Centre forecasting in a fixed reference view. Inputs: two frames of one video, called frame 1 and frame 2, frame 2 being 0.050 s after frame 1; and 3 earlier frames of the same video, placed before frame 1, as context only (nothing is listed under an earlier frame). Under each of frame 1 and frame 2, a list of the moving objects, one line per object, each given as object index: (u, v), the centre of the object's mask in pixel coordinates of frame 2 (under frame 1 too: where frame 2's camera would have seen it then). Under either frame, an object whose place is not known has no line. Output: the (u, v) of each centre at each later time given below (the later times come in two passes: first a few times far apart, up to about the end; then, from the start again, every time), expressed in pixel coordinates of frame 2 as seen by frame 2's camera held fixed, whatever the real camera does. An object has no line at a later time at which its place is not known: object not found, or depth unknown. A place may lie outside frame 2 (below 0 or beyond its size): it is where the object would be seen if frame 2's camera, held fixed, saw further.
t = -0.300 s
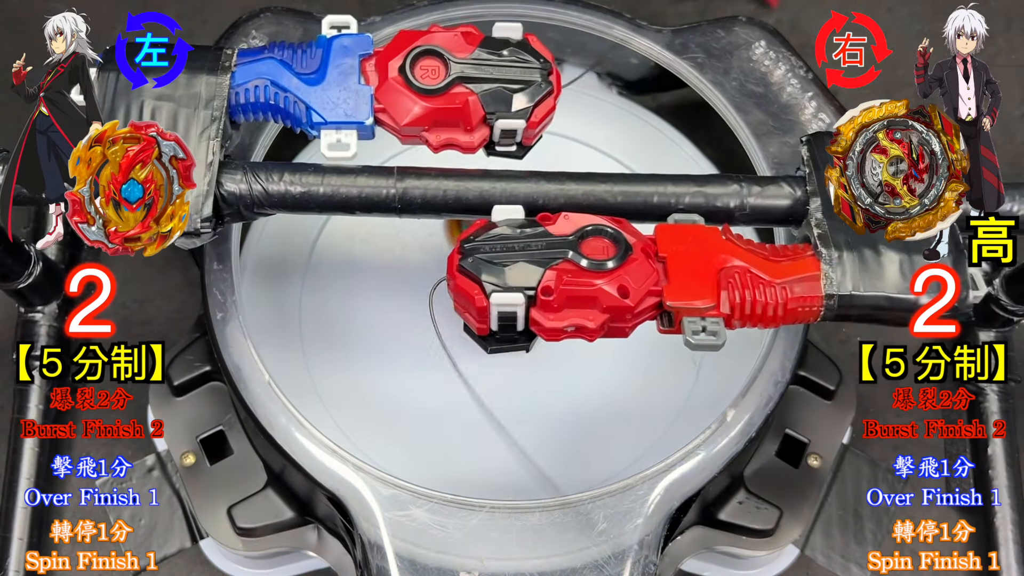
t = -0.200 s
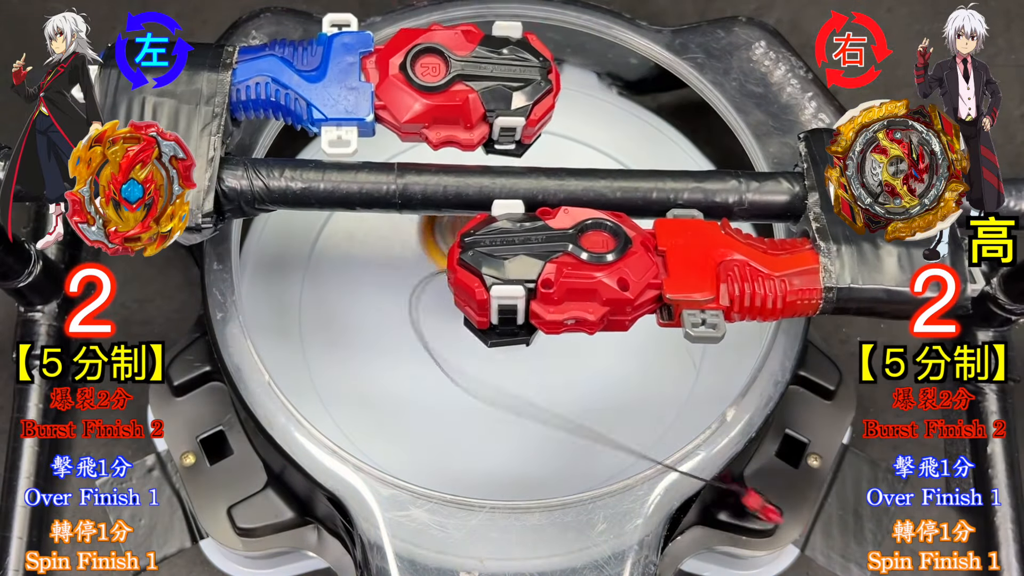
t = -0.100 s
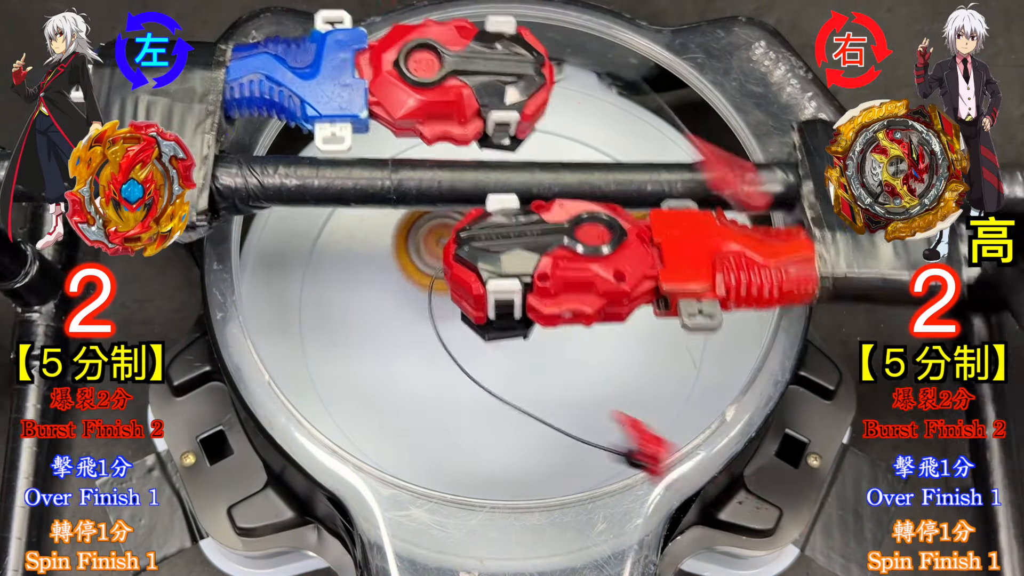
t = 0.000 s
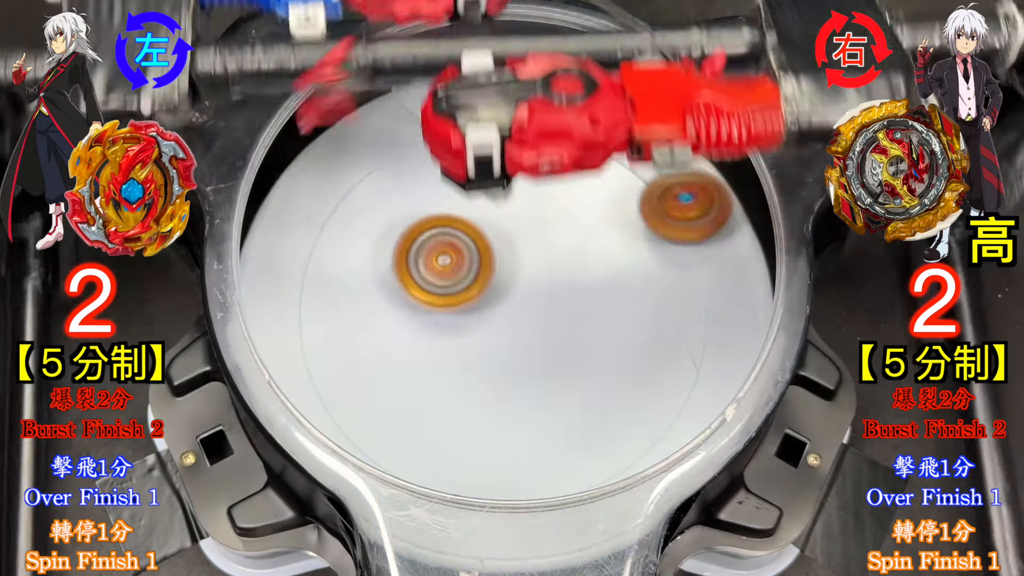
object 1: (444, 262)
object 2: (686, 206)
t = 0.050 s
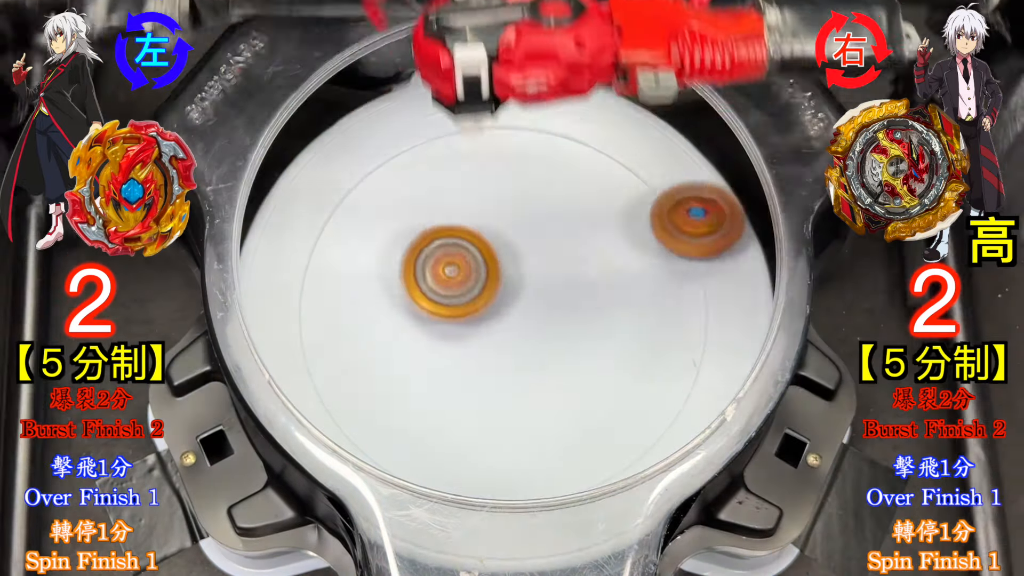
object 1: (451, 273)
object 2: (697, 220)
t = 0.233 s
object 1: (511, 293)
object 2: (716, 309)
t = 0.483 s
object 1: (575, 234)
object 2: (651, 429)
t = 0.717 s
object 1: (534, 190)
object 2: (395, 303)
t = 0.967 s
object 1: (489, 236)
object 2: (395, 148)
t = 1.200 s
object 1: (599, 390)
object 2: (537, 192)
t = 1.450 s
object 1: (662, 400)
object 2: (727, 299)
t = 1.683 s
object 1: (494, 387)
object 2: (612, 371)
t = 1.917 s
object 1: (316, 312)
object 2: (440, 230)
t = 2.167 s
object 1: (421, 316)
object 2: (549, 101)
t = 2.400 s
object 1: (636, 352)
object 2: (706, 182)
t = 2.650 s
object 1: (479, 516)
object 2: (752, 131)
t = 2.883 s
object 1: (565, 544)
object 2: (476, 260)
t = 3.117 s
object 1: (546, 340)
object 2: (294, 321)
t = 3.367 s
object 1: (502, 153)
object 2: (345, 269)
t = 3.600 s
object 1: (617, 178)
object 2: (302, 267)
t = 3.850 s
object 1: (653, 251)
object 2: (288, 301)
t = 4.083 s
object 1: (579, 316)
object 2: (308, 268)
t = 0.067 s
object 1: (454, 277)
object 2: (701, 226)
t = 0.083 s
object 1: (459, 280)
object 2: (703, 233)
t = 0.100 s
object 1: (463, 283)
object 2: (706, 240)
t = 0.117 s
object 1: (468, 286)
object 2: (708, 247)
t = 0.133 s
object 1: (473, 288)
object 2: (710, 255)
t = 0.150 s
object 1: (479, 290)
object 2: (710, 263)
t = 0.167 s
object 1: (485, 291)
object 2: (712, 272)
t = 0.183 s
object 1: (491, 292)
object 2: (713, 281)
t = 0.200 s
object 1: (498, 293)
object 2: (714, 290)
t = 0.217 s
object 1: (504, 293)
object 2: (715, 299)
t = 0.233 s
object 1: (511, 293)
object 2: (716, 309)
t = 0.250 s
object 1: (518, 292)
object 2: (716, 318)
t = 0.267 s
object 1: (525, 290)
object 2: (717, 329)
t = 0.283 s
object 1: (531, 289)
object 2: (715, 338)
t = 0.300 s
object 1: (538, 286)
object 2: (714, 348)
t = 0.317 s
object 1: (544, 284)
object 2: (712, 358)
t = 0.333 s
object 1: (549, 280)
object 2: (710, 366)
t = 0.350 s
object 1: (555, 276)
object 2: (707, 376)
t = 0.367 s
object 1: (560, 272)
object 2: (704, 384)
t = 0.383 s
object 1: (564, 267)
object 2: (700, 392)
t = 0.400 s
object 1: (567, 262)
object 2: (695, 400)
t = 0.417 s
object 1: (570, 257)
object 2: (688, 406)
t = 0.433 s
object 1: (572, 251)
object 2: (680, 413)
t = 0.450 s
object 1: (574, 246)
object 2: (671, 419)
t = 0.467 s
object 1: (575, 240)
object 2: (662, 424)
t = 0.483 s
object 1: (575, 234)
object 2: (651, 429)
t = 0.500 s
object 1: (575, 228)
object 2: (639, 432)
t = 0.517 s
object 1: (574, 223)
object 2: (624, 436)
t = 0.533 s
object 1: (572, 217)
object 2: (609, 439)
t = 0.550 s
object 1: (570, 212)
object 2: (589, 438)
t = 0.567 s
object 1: (568, 208)
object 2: (568, 433)
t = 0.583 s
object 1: (565, 205)
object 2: (547, 428)
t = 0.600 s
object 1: (562, 201)
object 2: (523, 419)
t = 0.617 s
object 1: (559, 198)
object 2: (502, 407)
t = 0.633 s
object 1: (555, 196)
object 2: (479, 393)
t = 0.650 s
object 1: (551, 193)
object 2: (460, 378)
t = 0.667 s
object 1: (548, 192)
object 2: (441, 361)
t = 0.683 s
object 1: (543, 191)
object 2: (425, 343)
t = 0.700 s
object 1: (539, 190)
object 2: (408, 324)
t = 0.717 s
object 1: (534, 190)
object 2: (395, 303)
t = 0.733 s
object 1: (530, 190)
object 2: (382, 282)
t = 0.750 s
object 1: (525, 191)
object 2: (372, 261)
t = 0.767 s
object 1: (521, 192)
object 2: (363, 240)
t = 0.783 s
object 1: (517, 194)
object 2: (356, 218)
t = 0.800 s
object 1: (513, 196)
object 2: (351, 197)
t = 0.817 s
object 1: (509, 199)
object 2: (349, 177)
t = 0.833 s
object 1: (505, 202)
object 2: (347, 157)
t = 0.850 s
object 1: (502, 205)
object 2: (347, 139)
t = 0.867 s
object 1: (500, 208)
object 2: (348, 122)
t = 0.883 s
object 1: (497, 213)
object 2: (352, 108)
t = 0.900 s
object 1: (495, 217)
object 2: (357, 112)
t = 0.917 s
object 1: (492, 221)
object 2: (365, 119)
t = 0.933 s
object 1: (491, 226)
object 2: (374, 127)
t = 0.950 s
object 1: (489, 231)
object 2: (385, 137)
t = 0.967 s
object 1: (489, 236)
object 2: (395, 148)
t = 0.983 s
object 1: (488, 241)
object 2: (407, 159)
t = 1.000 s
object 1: (489, 245)
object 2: (419, 171)
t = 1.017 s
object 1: (490, 252)
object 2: (433, 181)
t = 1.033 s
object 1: (500, 268)
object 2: (439, 177)
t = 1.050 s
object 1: (508, 284)
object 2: (447, 175)
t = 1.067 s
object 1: (517, 299)
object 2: (454, 175)
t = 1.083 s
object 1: (526, 314)
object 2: (462, 175)
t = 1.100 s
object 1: (536, 327)
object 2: (471, 174)
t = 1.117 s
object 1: (546, 340)
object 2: (480, 176)
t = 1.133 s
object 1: (556, 352)
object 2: (491, 179)
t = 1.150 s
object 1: (567, 363)
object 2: (501, 182)
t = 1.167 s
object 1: (577, 373)
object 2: (513, 185)
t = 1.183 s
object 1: (589, 381)
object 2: (525, 188)
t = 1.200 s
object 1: (599, 390)
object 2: (537, 192)
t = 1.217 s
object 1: (610, 396)
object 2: (550, 196)
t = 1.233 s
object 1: (620, 402)
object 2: (563, 202)
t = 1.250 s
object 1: (629, 407)
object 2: (578, 207)
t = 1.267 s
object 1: (638, 409)
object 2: (592, 212)
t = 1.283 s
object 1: (645, 410)
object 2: (607, 219)
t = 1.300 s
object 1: (652, 410)
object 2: (622, 225)
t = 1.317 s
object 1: (658, 408)
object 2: (637, 234)
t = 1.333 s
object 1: (663, 405)
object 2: (653, 242)
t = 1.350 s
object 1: (668, 403)
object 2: (667, 252)
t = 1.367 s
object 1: (672, 399)
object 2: (682, 264)
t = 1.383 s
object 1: (675, 395)
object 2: (695, 276)
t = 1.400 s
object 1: (676, 390)
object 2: (703, 290)
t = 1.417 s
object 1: (674, 389)
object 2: (709, 297)
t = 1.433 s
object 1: (668, 396)
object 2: (719, 297)
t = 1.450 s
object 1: (662, 400)
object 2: (727, 299)
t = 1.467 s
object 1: (654, 405)
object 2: (731, 299)
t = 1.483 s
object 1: (647, 408)
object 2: (734, 302)
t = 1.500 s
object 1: (638, 410)
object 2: (732, 307)
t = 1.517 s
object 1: (629, 412)
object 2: (726, 313)
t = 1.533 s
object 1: (618, 411)
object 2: (720, 320)
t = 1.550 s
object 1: (608, 411)
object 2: (713, 327)
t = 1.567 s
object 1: (598, 409)
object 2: (703, 335)
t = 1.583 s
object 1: (587, 406)
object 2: (693, 343)
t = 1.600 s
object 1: (577, 404)
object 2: (679, 350)
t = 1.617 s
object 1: (566, 400)
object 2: (663, 359)
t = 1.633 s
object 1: (554, 396)
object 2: (649, 366)
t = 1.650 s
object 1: (533, 393)
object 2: (637, 368)
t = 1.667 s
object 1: (514, 391)
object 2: (627, 371)
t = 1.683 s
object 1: (494, 387)
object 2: (612, 371)
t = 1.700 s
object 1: (477, 384)
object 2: (596, 373)
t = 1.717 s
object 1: (459, 379)
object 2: (581, 372)
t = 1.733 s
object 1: (442, 374)
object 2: (562, 369)
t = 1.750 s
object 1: (427, 367)
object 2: (544, 366)
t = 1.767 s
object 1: (412, 361)
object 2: (526, 360)
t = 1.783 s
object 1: (397, 355)
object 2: (507, 353)
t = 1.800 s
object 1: (385, 349)
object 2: (489, 344)
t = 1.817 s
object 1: (374, 343)
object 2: (473, 334)
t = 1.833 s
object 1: (364, 335)
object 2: (457, 322)
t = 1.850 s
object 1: (347, 331)
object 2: (449, 306)
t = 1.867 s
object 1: (330, 327)
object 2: (445, 288)
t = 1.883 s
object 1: (324, 321)
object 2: (442, 269)
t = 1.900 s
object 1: (320, 315)
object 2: (441, 249)
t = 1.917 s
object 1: (316, 312)
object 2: (440, 230)
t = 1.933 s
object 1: (313, 309)
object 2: (440, 210)
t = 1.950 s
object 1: (312, 308)
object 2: (442, 191)
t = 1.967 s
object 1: (313, 305)
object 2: (445, 171)
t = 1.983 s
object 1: (314, 303)
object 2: (448, 153)
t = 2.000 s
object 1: (316, 303)
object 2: (453, 135)
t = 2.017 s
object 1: (321, 302)
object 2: (459, 121)
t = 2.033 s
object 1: (326, 302)
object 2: (468, 113)
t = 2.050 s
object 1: (332, 303)
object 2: (477, 106)
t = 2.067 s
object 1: (341, 303)
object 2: (486, 103)
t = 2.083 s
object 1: (351, 305)
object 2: (496, 103)
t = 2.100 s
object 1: (363, 306)
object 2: (506, 105)
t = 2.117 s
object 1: (376, 308)
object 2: (516, 103)
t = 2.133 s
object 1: (391, 311)
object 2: (527, 100)
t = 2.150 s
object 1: (405, 313)
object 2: (538, 100)
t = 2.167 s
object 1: (421, 316)
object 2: (549, 101)
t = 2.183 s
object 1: (437, 318)
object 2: (560, 103)
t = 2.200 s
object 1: (454, 322)
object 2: (571, 101)
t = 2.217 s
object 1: (470, 326)
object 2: (582, 104)
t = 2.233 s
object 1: (487, 329)
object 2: (595, 107)
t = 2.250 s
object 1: (503, 333)
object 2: (607, 107)
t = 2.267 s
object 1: (520, 337)
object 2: (618, 111)
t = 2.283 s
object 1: (536, 339)
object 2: (630, 119)
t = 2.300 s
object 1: (553, 343)
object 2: (643, 125)
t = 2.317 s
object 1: (568, 347)
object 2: (655, 133)
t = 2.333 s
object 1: (584, 348)
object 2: (667, 140)
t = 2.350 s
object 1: (597, 351)
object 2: (678, 149)
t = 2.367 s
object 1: (610, 351)
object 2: (689, 160)
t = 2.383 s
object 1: (622, 352)
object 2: (698, 170)
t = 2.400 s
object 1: (636, 352)
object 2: (706, 182)
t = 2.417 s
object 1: (647, 352)
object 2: (712, 194)
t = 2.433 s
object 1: (658, 351)
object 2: (716, 210)
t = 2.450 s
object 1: (668, 348)
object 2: (720, 224)
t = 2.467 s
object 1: (678, 346)
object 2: (721, 240)
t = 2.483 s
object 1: (685, 345)
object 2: (721, 254)
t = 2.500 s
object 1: (674, 370)
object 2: (735, 234)
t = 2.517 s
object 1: (661, 398)
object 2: (740, 214)
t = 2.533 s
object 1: (644, 420)
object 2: (761, 192)
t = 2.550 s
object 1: (626, 437)
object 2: (773, 174)
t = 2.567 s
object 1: (603, 449)
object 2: (782, 159)
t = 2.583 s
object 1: (576, 459)
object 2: (772, 158)
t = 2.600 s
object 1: (553, 467)
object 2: (753, 166)
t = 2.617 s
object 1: (531, 496)
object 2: (750, 159)
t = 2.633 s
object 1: (504, 509)
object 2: (764, 134)
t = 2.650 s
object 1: (479, 516)
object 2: (752, 131)
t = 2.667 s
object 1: (458, 521)
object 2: (733, 132)
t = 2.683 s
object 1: (439, 524)
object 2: (715, 135)
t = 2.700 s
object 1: (415, 536)
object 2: (695, 141)
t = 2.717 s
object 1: (425, 536)
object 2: (680, 146)
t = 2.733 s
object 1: (433, 536)
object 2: (659, 157)
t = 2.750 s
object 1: (447, 531)
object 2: (638, 170)
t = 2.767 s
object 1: (457, 542)
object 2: (617, 184)
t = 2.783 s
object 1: (472, 542)
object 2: (598, 193)
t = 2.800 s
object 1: (487, 543)
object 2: (578, 202)
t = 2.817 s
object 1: (503, 544)
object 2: (557, 213)
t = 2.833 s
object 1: (518, 545)
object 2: (537, 226)
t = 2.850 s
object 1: (534, 546)
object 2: (515, 241)
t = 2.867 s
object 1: (549, 545)
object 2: (496, 251)
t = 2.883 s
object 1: (565, 544)
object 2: (476, 260)
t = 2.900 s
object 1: (576, 541)
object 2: (456, 270)
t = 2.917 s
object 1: (594, 540)
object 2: (438, 280)
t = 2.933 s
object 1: (595, 537)
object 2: (419, 287)
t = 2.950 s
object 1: (588, 517)
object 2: (401, 296)
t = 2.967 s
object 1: (582, 502)
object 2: (385, 302)
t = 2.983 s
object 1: (578, 482)
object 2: (368, 306)
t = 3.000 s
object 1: (572, 456)
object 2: (353, 311)
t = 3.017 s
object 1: (569, 447)
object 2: (339, 315)
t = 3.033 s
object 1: (566, 436)
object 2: (326, 318)
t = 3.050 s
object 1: (562, 418)
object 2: (314, 321)
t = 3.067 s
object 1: (558, 399)
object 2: (303, 322)
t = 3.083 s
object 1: (554, 379)
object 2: (299, 320)
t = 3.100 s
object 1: (550, 359)
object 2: (296, 319)
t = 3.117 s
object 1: (546, 340)
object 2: (294, 321)
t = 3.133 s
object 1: (543, 320)
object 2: (293, 324)
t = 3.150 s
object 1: (539, 301)
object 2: (292, 320)
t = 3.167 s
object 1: (536, 283)
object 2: (291, 319)
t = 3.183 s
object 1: (533, 266)
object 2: (291, 319)
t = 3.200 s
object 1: (530, 249)
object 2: (291, 317)
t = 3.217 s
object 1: (527, 233)
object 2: (292, 314)
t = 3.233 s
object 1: (524, 218)
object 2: (293, 311)
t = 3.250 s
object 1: (521, 204)
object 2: (295, 308)
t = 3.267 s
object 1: (518, 193)
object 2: (299, 303)
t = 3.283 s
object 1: (515, 182)
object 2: (304, 298)
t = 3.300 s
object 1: (512, 173)
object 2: (311, 295)
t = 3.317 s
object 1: (510, 165)
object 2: (319, 289)
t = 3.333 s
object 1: (507, 160)
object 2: (327, 283)
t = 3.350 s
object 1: (505, 156)
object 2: (336, 276)
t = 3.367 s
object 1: (502, 153)
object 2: (345, 269)
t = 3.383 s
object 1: (499, 153)
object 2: (355, 262)
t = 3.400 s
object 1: (496, 155)
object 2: (366, 255)
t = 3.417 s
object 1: (493, 158)
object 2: (376, 247)
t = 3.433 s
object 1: (490, 163)
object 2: (387, 240)
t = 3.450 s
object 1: (487, 170)
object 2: (398, 231)
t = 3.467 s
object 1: (487, 177)
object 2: (404, 226)
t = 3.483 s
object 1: (507, 173)
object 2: (387, 231)
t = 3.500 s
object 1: (527, 171)
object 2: (369, 237)
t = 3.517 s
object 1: (545, 170)
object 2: (352, 244)
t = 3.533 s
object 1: (562, 169)
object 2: (337, 249)
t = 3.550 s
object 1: (578, 170)
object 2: (323, 254)
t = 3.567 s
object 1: (592, 172)
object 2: (313, 258)
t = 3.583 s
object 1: (606, 174)
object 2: (307, 261)
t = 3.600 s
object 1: (617, 178)
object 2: (302, 267)
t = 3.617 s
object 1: (627, 181)
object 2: (297, 274)
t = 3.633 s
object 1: (636, 185)
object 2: (293, 279)
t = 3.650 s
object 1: (643, 190)
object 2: (290, 281)
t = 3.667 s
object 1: (649, 194)
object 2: (289, 286)
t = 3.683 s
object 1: (654, 199)
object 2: (288, 290)
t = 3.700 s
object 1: (658, 203)
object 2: (287, 292)
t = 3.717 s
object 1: (660, 209)
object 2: (287, 296)
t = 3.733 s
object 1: (662, 215)
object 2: (286, 298)
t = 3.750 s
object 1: (663, 220)
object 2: (286, 300)
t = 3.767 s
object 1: (663, 225)
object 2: (286, 301)
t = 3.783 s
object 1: (662, 230)
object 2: (286, 302)
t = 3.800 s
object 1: (661, 236)
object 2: (286, 302)
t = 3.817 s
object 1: (659, 241)
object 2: (287, 302)
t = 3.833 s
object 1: (656, 246)
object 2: (287, 302)
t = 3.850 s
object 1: (653, 251)
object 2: (288, 301)
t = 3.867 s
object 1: (648, 256)
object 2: (289, 301)
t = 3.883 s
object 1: (644, 262)
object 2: (289, 300)
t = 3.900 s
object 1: (639, 267)
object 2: (289, 299)
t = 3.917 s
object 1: (635, 272)
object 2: (290, 297)
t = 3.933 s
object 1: (629, 277)
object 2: (290, 295)
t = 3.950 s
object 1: (624, 282)
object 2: (291, 292)
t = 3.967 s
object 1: (618, 287)
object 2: (291, 289)
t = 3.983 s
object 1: (613, 291)
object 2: (292, 286)
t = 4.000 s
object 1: (606, 295)
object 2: (293, 283)
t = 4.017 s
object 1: (601, 300)
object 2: (295, 281)
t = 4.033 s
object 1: (595, 305)
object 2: (297, 278)
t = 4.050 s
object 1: (590, 308)
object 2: (299, 274)
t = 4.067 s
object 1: (584, 313)
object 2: (303, 271)
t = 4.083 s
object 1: (579, 316)
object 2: (308, 268)
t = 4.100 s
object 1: (574, 320)
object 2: (314, 264)
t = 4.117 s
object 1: (568, 323)
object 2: (324, 261)
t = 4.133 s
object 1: (562, 326)
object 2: (334, 257)
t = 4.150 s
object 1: (557, 330)
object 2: (346, 255)
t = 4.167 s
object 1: (552, 333)
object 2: (357, 253)
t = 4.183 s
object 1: (547, 337)
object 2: (370, 252)
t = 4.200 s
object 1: (542, 340)
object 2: (383, 251)
